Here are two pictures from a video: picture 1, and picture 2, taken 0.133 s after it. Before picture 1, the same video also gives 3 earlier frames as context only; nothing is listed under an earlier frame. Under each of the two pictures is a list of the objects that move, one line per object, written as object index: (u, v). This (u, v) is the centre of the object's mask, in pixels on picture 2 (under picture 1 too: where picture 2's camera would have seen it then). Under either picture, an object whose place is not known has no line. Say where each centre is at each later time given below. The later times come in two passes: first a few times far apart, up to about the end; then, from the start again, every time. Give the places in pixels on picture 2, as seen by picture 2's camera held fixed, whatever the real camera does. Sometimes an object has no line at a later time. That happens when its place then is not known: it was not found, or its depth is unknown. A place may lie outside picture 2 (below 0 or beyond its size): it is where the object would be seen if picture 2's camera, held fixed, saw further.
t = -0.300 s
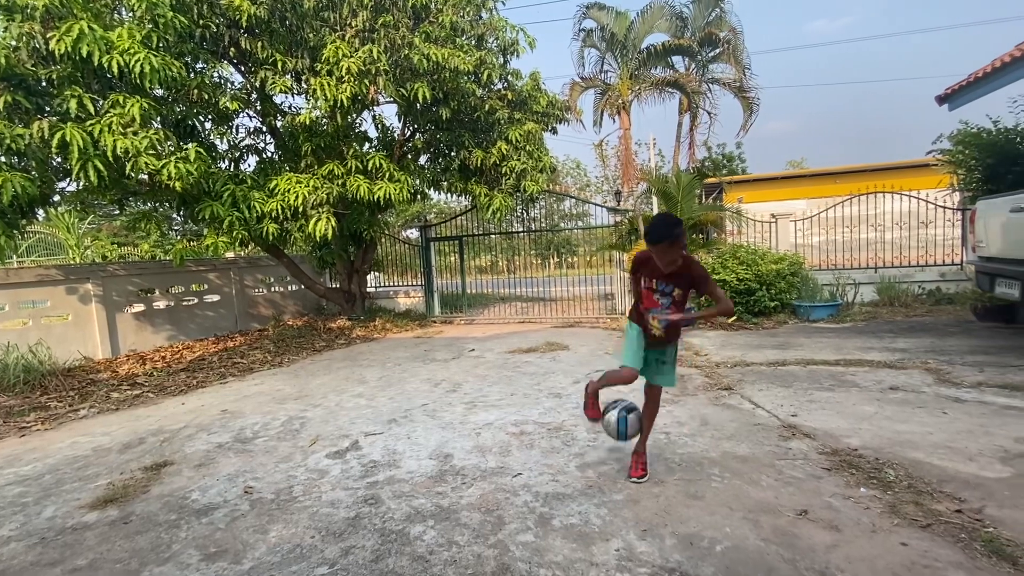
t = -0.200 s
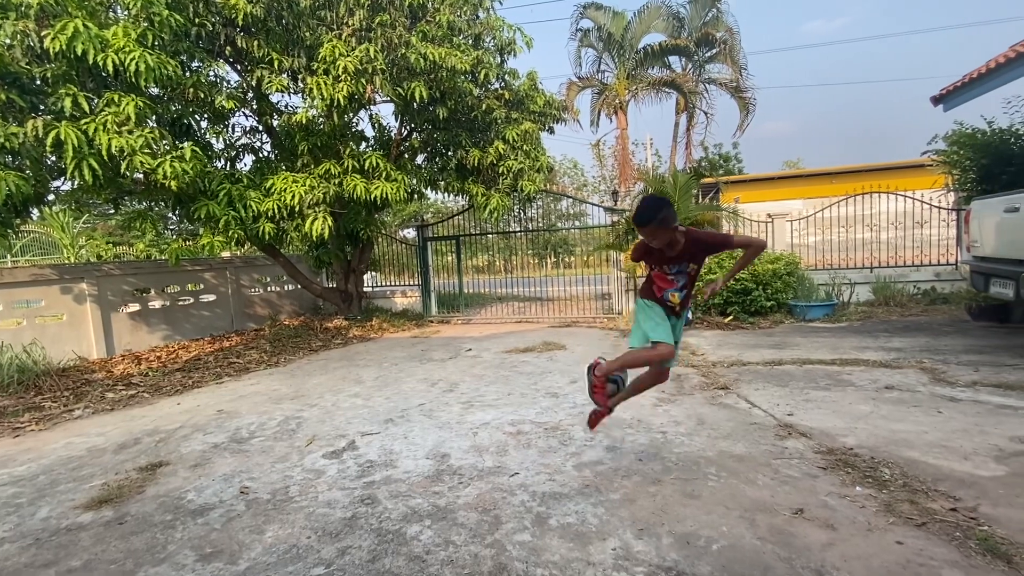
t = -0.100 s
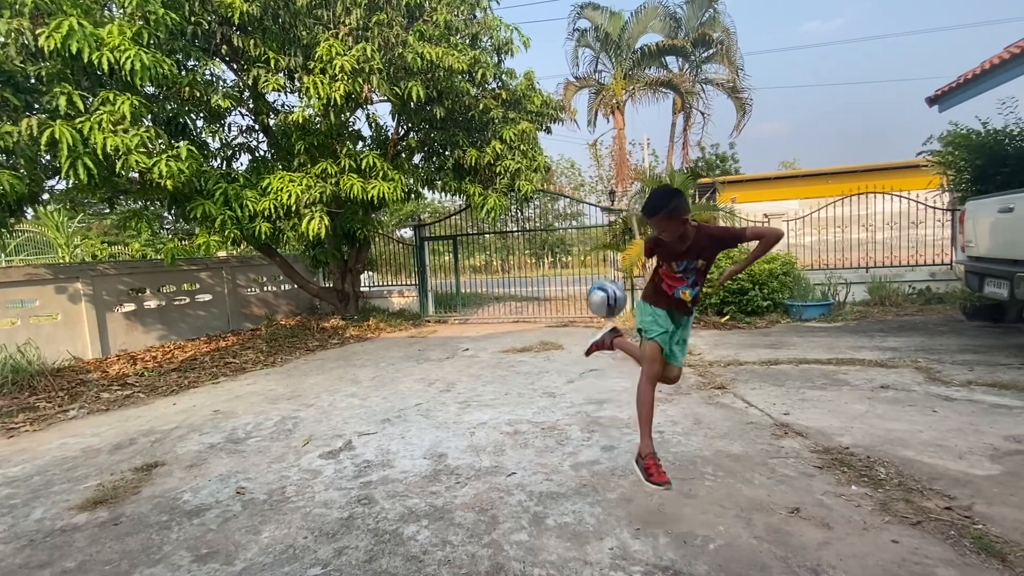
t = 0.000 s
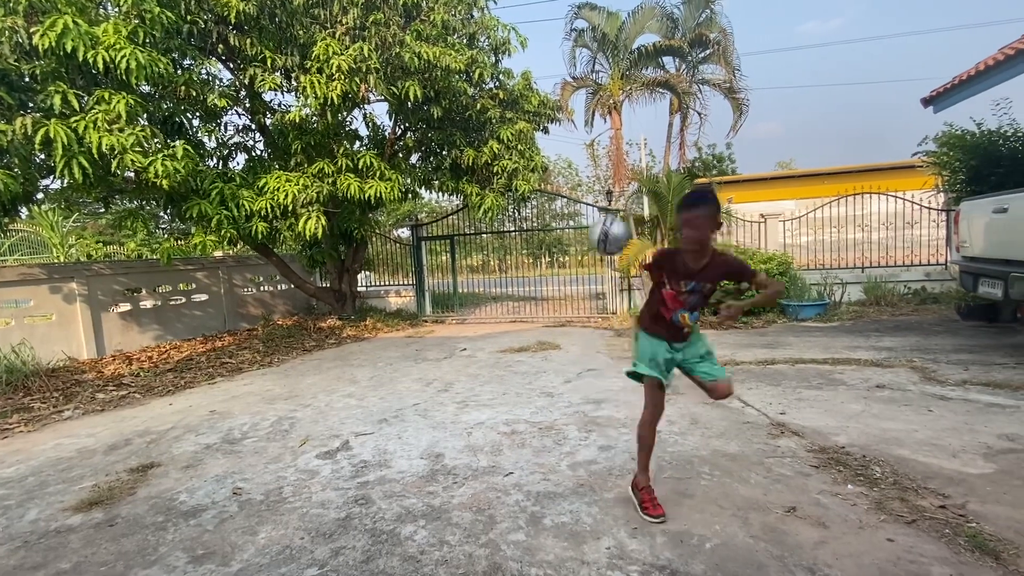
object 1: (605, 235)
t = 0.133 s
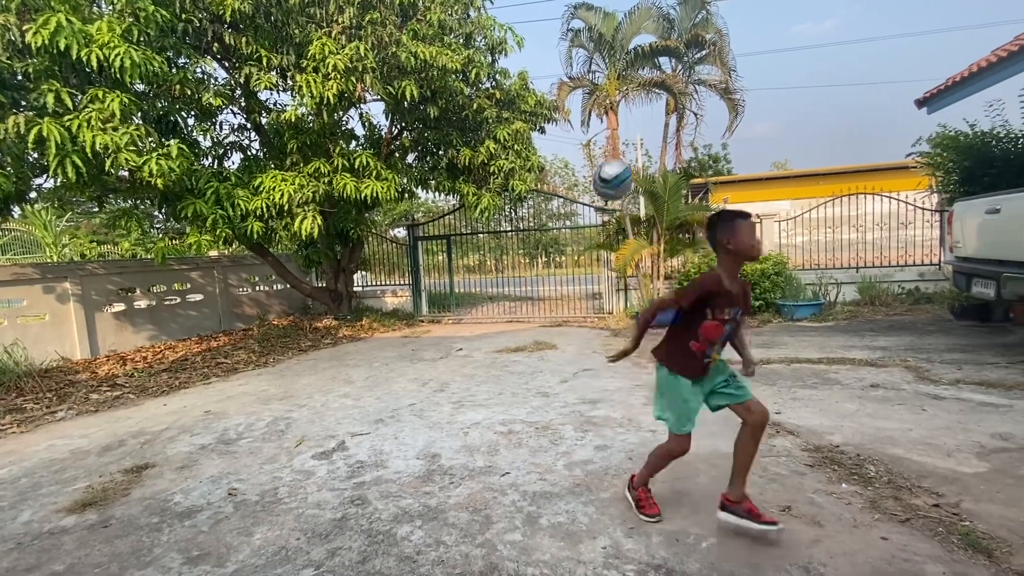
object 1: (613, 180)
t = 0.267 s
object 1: (622, 158)
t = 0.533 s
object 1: (645, 212)
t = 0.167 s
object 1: (615, 171)
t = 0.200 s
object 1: (618, 165)
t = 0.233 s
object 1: (620, 160)
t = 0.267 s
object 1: (622, 158)
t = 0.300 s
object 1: (624, 158)
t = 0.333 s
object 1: (628, 159)
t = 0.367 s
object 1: (630, 163)
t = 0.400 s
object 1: (633, 169)
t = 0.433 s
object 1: (636, 177)
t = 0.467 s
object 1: (639, 187)
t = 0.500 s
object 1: (641, 198)
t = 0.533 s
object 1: (645, 212)
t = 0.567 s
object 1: (647, 228)
